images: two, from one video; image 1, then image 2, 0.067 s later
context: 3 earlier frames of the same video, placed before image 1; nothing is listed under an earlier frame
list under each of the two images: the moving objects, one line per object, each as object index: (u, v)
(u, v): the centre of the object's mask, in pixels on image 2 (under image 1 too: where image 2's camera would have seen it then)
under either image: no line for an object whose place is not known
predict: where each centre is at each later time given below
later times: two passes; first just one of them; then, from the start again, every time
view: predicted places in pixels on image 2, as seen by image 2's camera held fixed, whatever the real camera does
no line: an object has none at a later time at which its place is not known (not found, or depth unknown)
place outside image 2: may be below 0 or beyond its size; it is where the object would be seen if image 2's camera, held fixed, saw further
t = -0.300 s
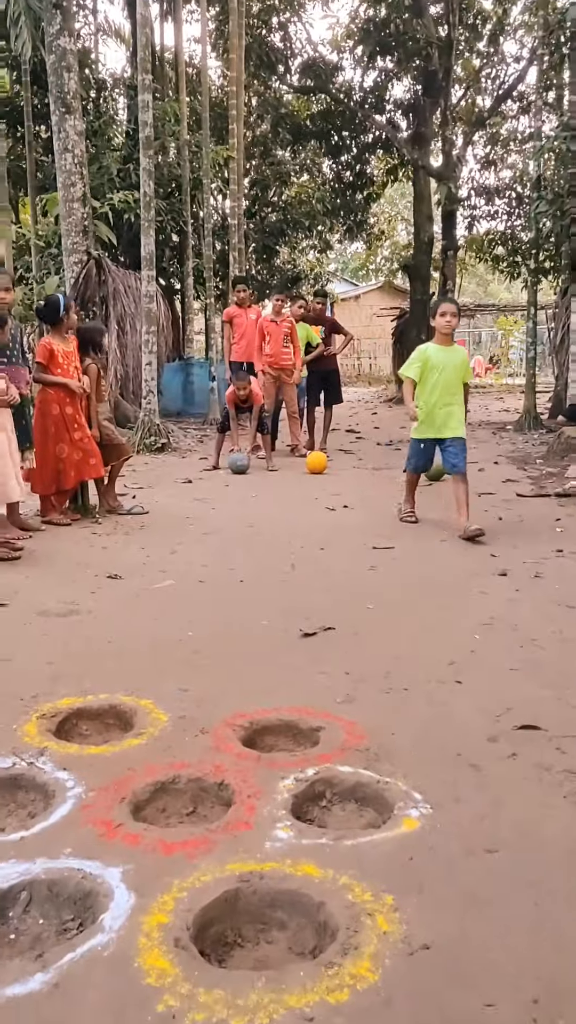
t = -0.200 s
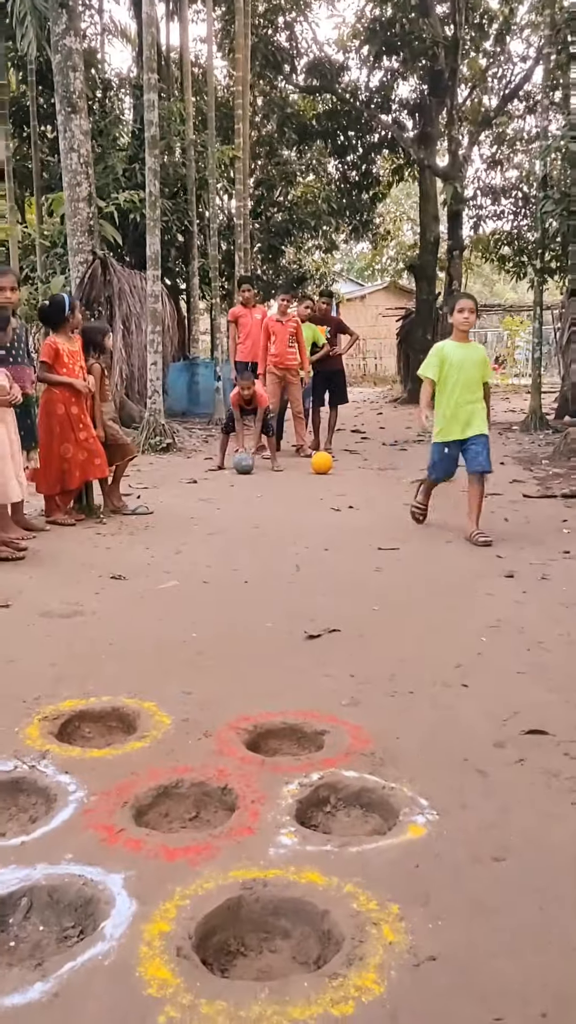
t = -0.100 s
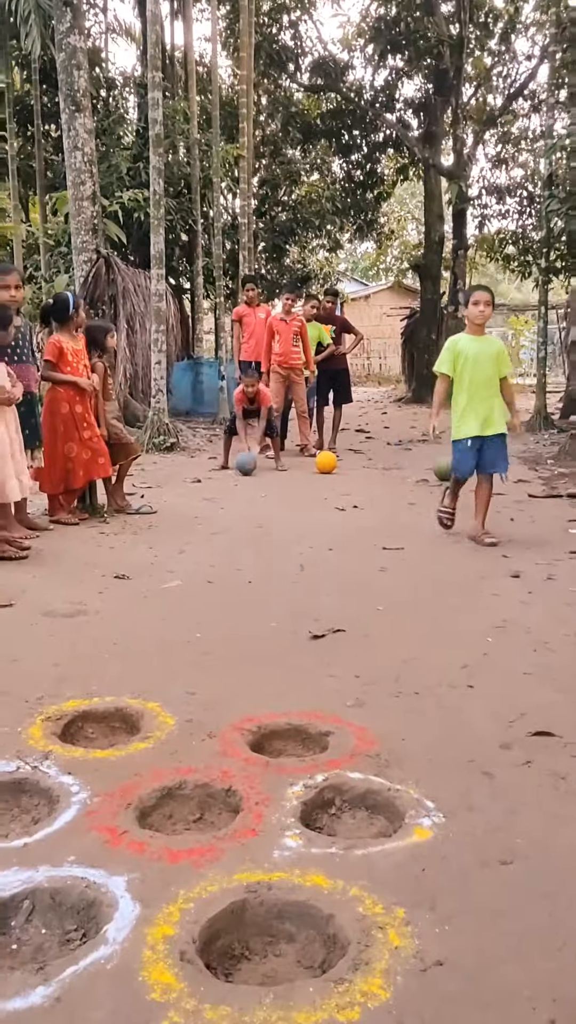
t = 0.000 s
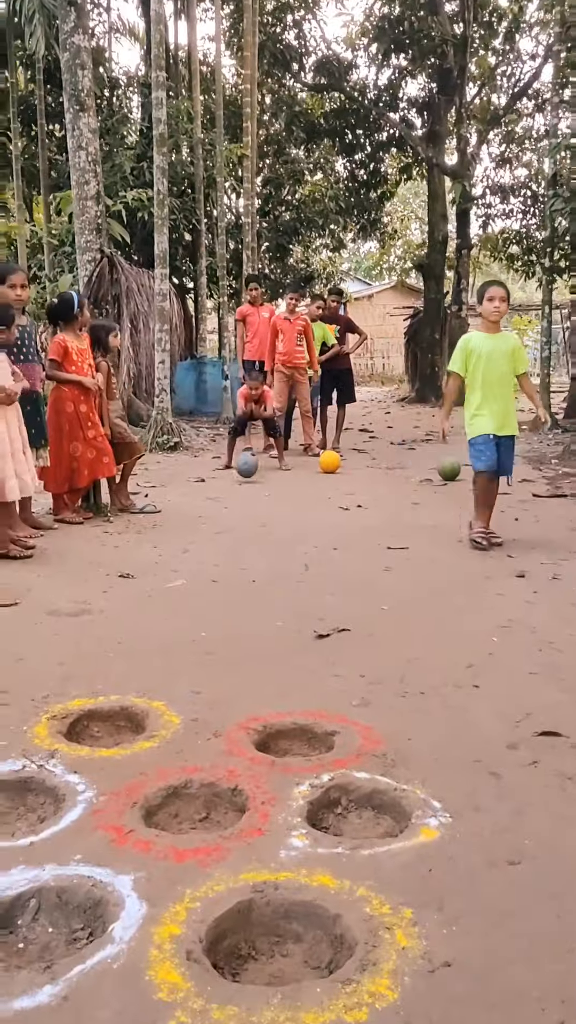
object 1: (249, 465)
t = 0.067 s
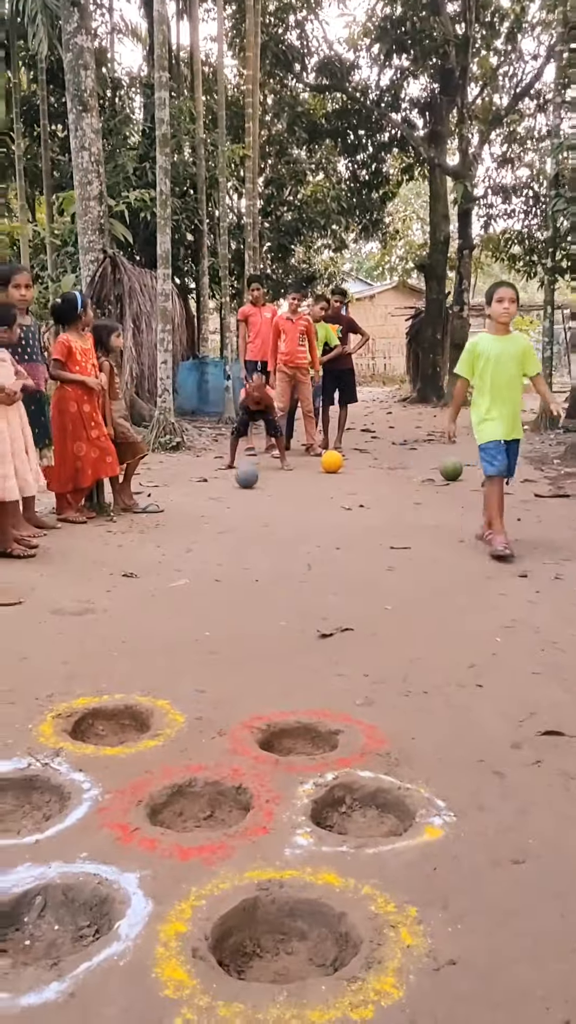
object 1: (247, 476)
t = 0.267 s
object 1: (239, 489)
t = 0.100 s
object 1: (246, 479)
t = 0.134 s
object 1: (245, 480)
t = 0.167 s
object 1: (244, 481)
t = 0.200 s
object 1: (242, 485)
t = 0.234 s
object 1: (241, 488)
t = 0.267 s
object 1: (239, 489)
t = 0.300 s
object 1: (237, 493)
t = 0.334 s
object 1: (236, 495)
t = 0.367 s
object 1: (235, 496)
